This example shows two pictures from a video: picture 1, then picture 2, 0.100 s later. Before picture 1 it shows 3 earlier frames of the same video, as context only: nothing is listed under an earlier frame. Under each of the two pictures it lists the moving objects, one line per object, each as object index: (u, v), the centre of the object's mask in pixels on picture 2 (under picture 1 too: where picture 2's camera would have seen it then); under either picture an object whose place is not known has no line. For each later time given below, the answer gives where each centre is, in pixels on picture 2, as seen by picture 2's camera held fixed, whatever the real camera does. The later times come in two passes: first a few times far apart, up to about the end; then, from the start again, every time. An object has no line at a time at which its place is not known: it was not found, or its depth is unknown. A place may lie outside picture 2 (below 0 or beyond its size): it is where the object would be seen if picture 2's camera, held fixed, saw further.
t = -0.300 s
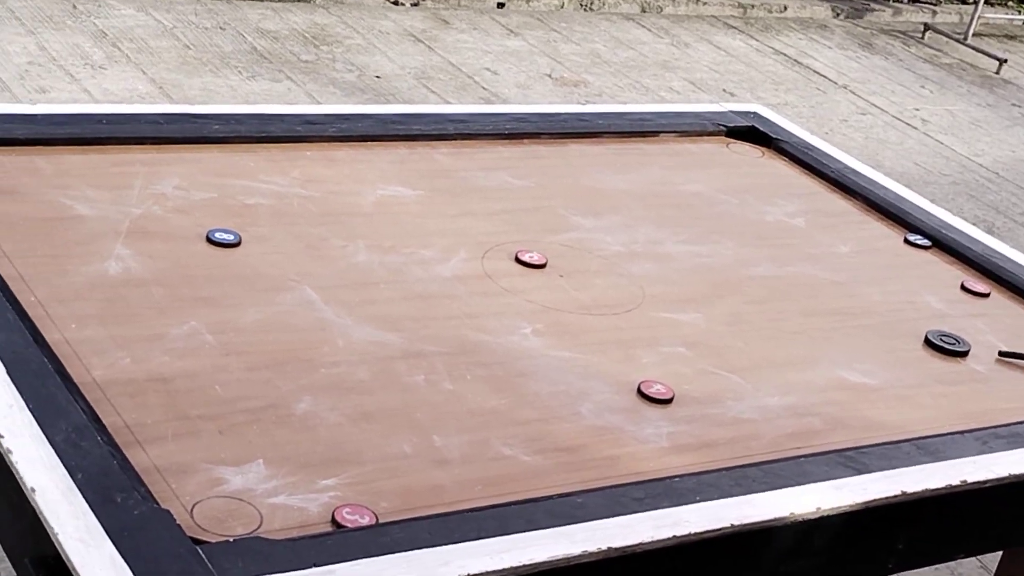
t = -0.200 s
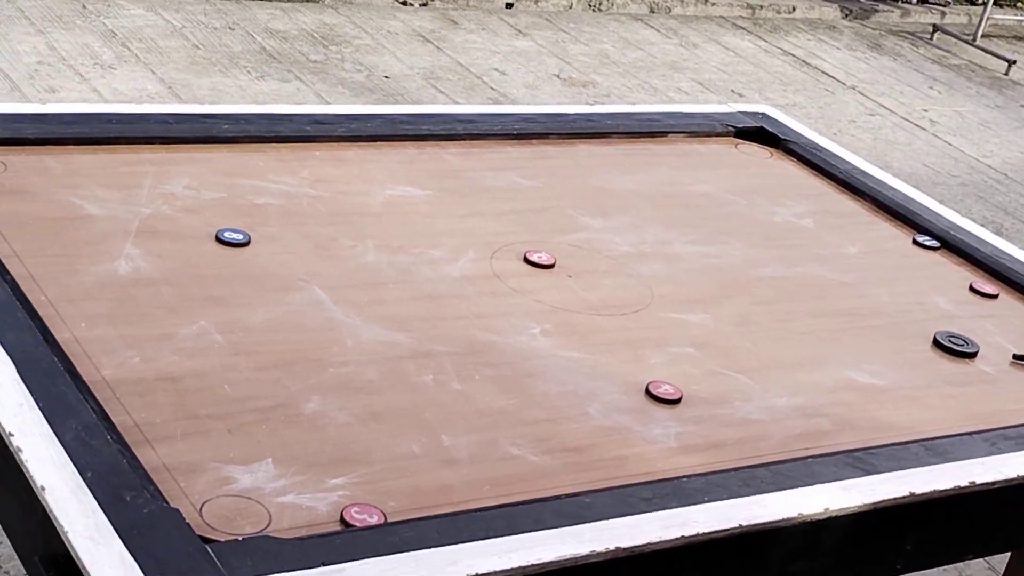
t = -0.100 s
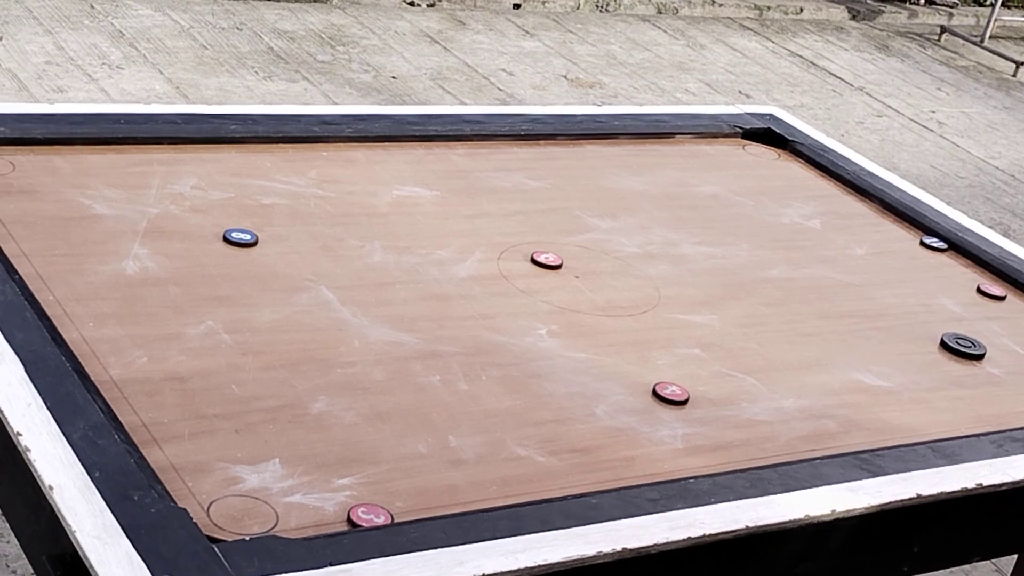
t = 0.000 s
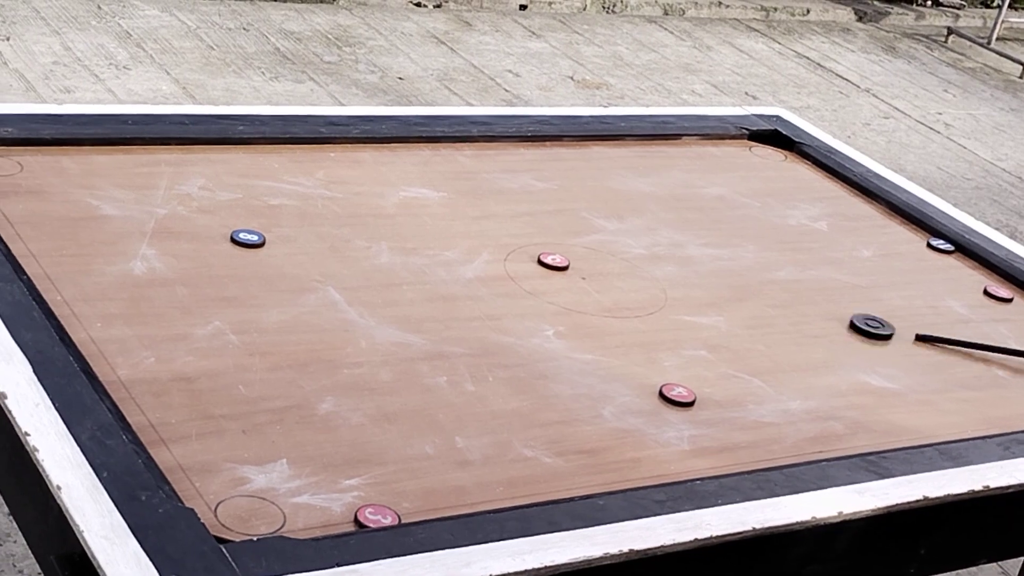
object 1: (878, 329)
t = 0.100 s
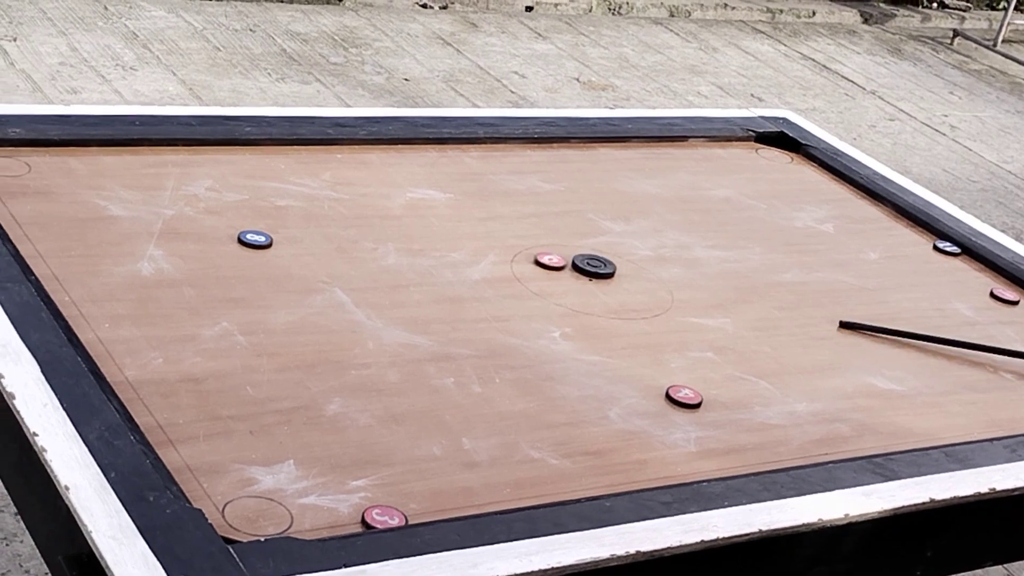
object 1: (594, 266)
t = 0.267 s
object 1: (353, 200)
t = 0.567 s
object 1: (336, 164)
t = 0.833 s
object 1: (399, 156)
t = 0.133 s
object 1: (544, 252)
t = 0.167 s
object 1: (495, 239)
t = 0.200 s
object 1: (447, 226)
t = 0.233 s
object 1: (400, 213)
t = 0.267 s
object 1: (353, 200)
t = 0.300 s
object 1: (307, 187)
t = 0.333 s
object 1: (263, 175)
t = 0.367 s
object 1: (263, 171)
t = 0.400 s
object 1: (276, 169)
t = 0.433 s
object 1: (290, 168)
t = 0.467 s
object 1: (303, 167)
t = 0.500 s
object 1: (314, 166)
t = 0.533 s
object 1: (325, 165)
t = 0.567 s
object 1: (336, 164)
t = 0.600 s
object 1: (346, 162)
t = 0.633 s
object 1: (355, 161)
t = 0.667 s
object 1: (364, 160)
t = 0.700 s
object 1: (373, 159)
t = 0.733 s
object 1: (380, 158)
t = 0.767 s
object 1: (388, 158)
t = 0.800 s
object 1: (393, 157)
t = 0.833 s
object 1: (399, 156)
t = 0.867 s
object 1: (404, 155)
